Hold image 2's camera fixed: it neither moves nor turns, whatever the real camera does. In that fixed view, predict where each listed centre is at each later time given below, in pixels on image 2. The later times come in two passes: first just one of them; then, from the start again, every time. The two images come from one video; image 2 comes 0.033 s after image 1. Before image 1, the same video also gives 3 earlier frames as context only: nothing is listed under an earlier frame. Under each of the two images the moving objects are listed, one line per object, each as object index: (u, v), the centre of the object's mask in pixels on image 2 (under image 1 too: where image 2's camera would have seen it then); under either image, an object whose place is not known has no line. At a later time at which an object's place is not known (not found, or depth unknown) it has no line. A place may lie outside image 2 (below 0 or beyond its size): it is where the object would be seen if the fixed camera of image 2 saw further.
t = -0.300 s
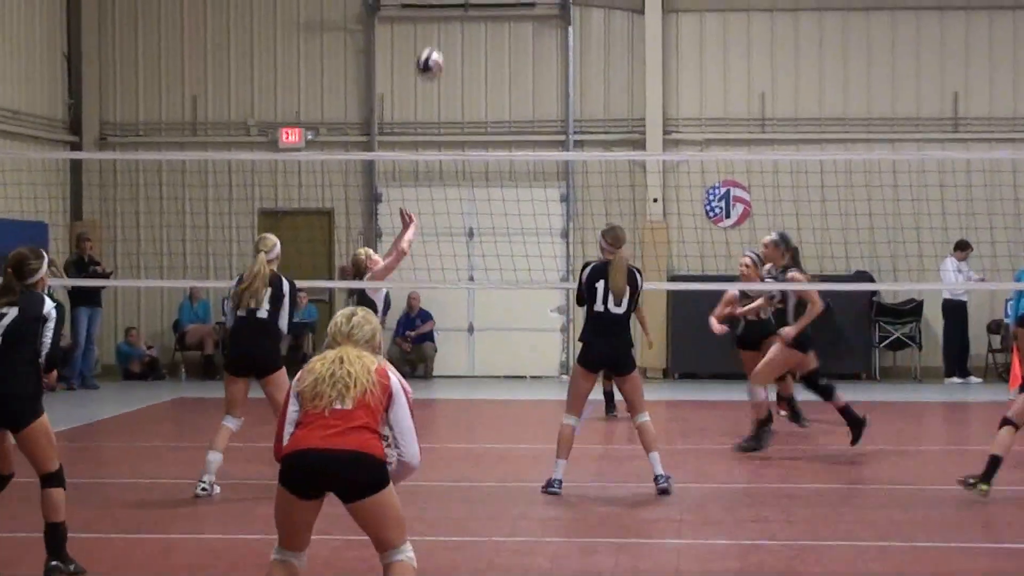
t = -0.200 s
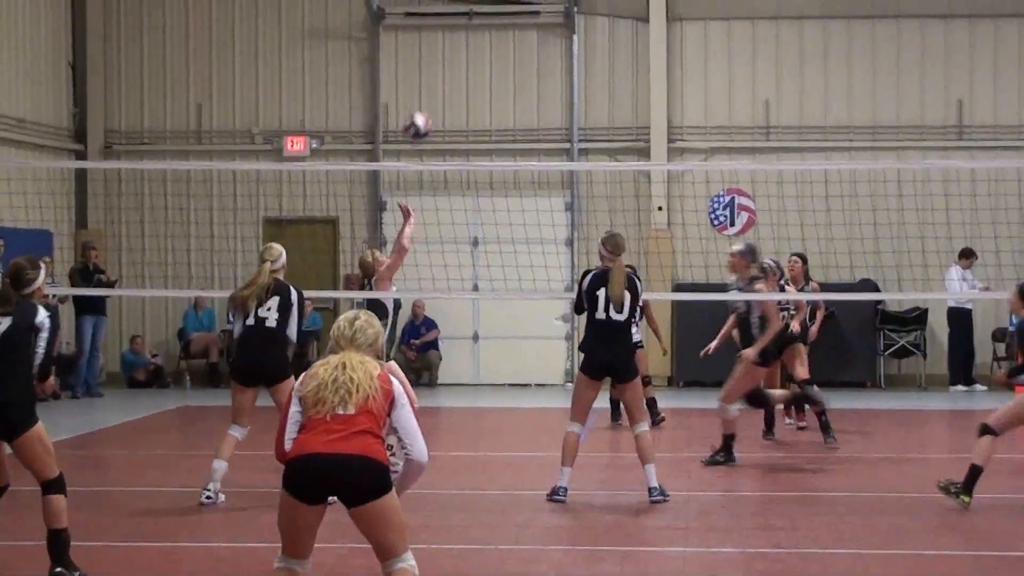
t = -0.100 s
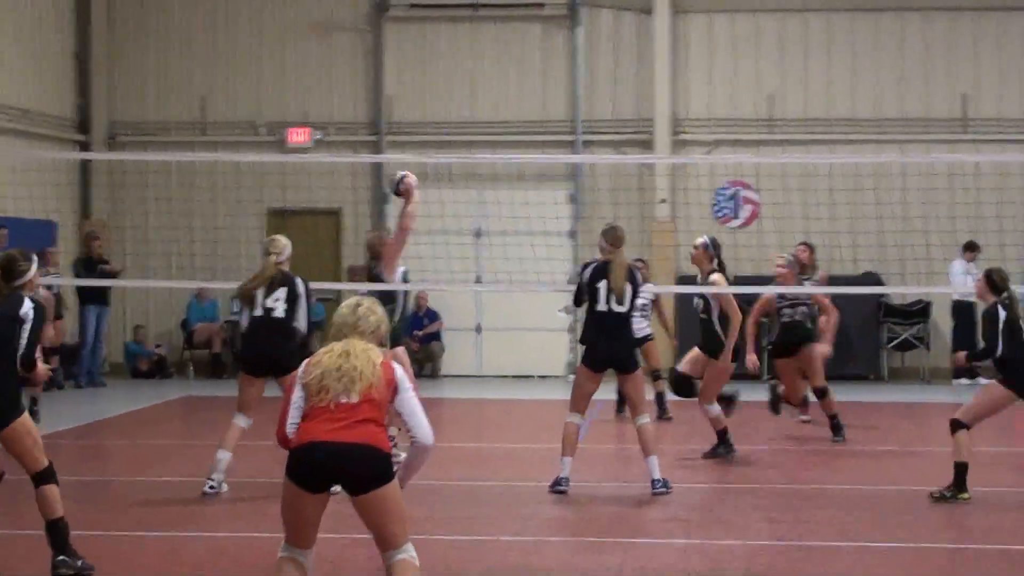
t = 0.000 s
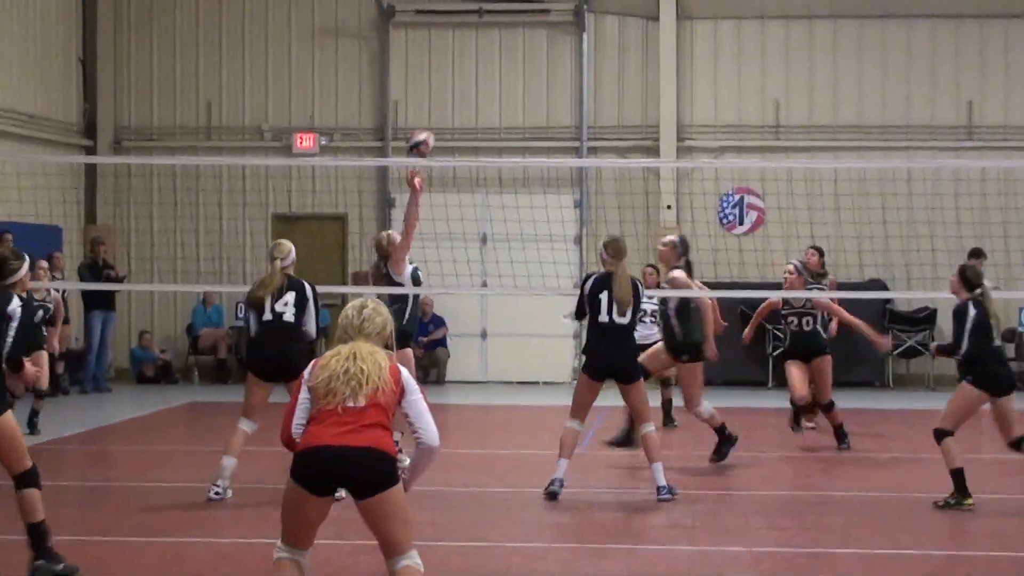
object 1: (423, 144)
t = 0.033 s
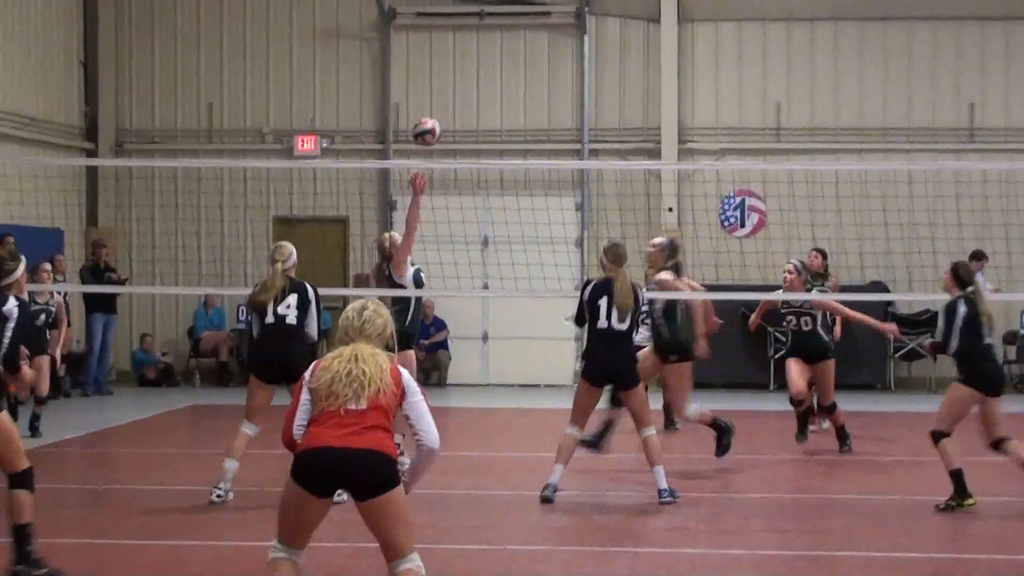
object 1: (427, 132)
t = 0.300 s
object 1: (465, 60)
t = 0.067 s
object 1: (430, 118)
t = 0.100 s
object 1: (436, 105)
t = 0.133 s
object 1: (440, 93)
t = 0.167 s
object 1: (445, 83)
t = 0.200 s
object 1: (450, 76)
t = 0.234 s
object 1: (455, 70)
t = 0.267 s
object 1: (460, 64)
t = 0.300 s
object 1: (465, 60)
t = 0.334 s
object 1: (470, 58)
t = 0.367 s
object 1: (475, 57)
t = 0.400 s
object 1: (480, 58)
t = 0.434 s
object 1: (484, 60)
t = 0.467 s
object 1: (489, 64)
